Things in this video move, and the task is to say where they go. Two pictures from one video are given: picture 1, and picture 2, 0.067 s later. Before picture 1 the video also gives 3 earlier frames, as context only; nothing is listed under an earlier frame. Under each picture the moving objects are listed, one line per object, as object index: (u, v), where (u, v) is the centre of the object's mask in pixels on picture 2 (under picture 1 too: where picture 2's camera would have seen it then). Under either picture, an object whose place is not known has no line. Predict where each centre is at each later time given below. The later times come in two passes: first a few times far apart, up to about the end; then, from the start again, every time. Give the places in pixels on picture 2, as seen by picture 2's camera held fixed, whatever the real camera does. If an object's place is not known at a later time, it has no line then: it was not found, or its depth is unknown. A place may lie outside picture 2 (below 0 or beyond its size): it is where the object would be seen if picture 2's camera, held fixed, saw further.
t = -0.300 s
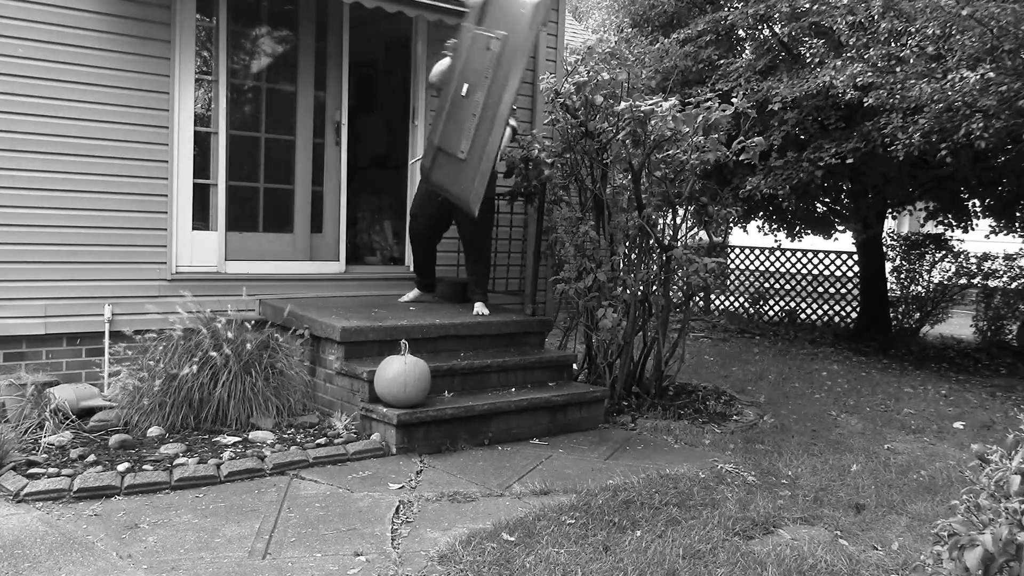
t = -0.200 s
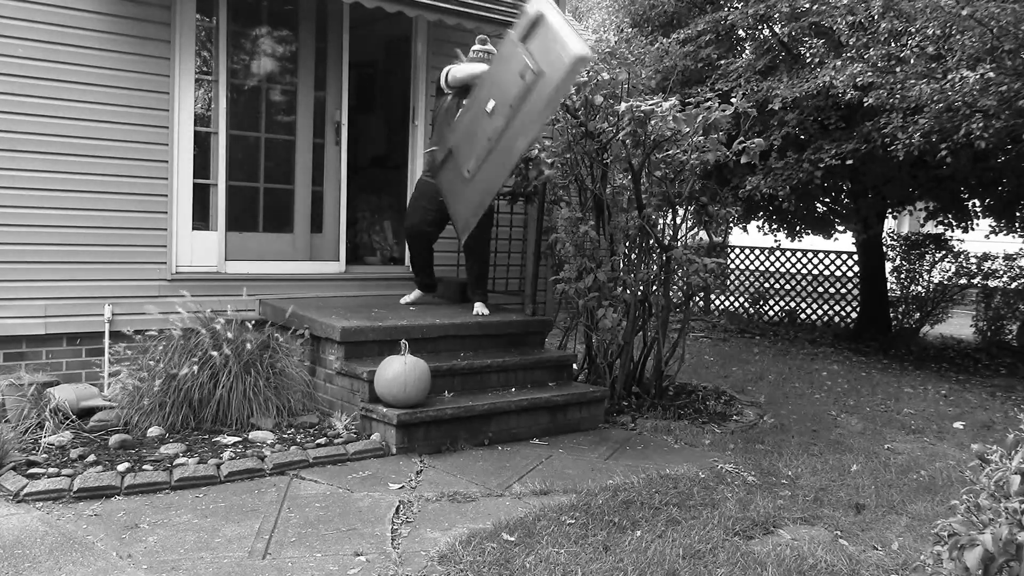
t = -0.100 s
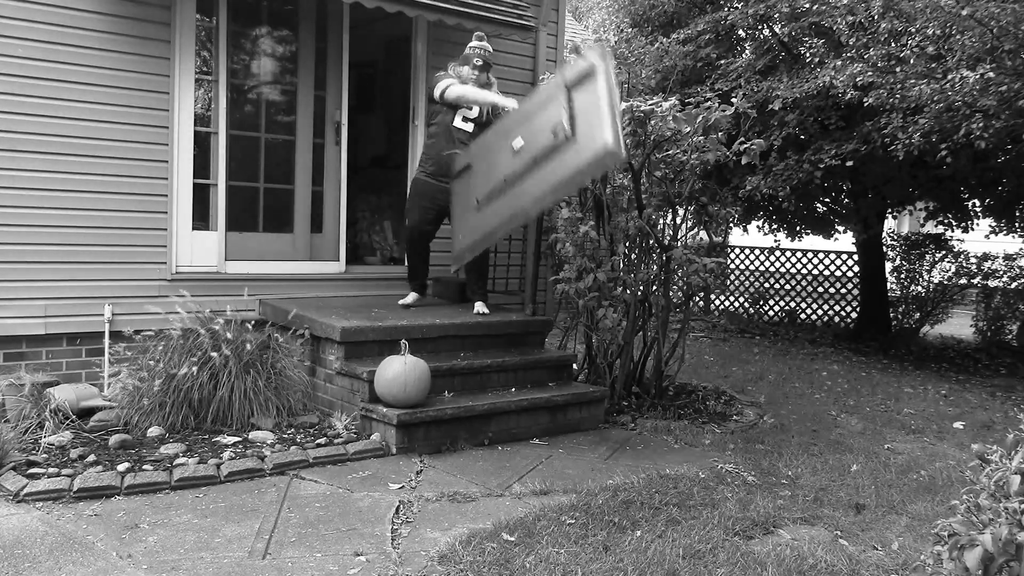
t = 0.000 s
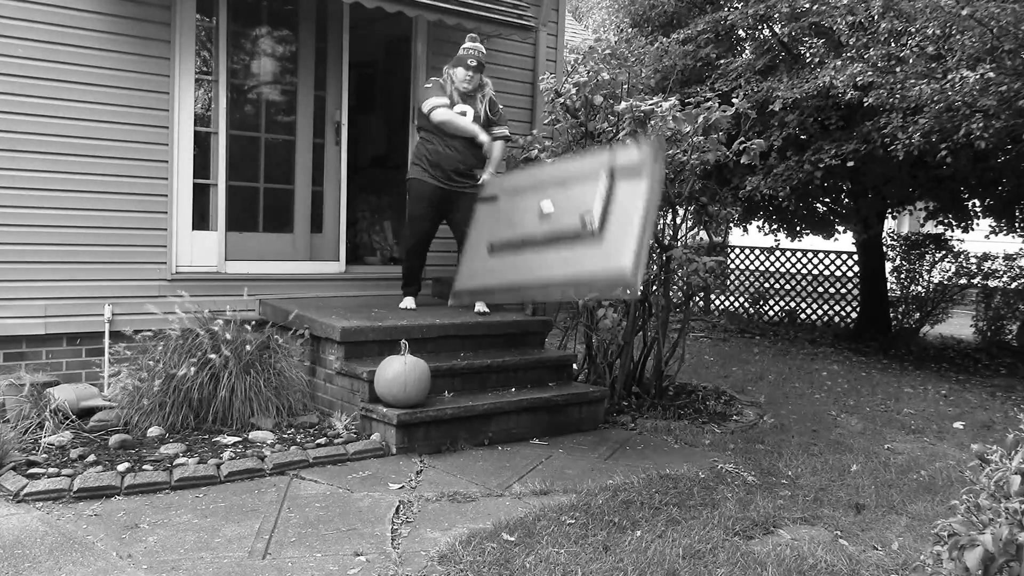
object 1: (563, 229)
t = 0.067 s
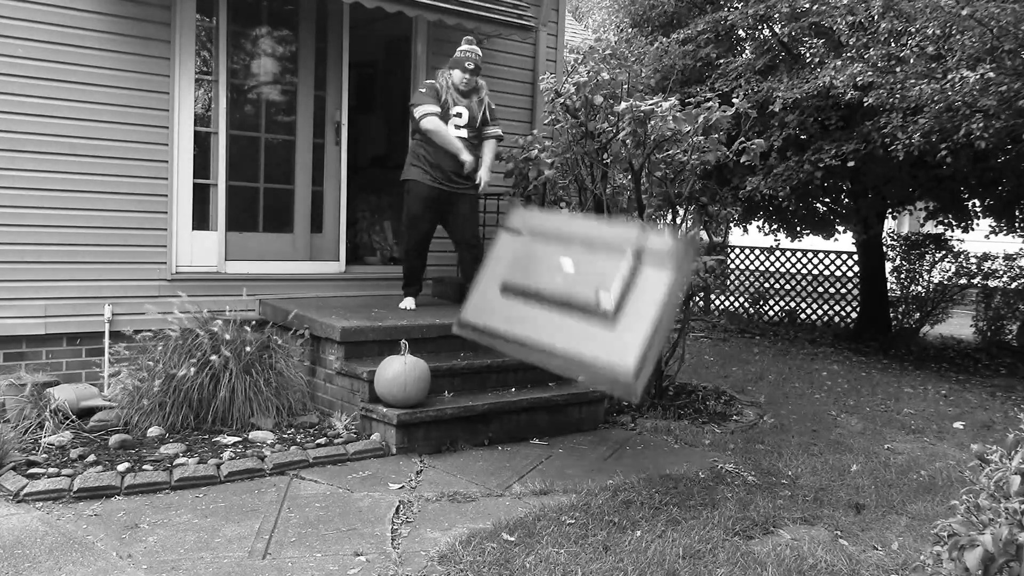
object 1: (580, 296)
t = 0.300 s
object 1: (624, 420)
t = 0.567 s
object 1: (652, 479)
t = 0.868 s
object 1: (651, 479)
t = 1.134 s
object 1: (651, 479)
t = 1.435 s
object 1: (651, 479)
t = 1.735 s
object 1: (651, 479)
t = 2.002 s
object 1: (651, 479)
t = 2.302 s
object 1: (651, 479)
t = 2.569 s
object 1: (650, 479)
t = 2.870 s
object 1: (650, 479)
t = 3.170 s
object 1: (651, 479)
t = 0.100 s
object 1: (587, 334)
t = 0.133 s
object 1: (594, 375)
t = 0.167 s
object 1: (602, 408)
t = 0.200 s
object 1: (609, 414)
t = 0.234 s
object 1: (614, 415)
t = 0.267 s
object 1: (619, 417)
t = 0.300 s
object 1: (624, 420)
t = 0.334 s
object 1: (629, 424)
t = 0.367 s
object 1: (633, 429)
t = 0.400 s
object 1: (637, 435)
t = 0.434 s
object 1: (640, 442)
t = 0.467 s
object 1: (643, 450)
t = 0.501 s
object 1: (645, 459)
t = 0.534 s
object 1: (648, 469)
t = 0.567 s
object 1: (652, 479)
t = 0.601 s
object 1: (650, 480)
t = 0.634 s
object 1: (650, 479)
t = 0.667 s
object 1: (651, 478)
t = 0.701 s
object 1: (651, 478)
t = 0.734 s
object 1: (651, 478)
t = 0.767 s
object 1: (651, 479)
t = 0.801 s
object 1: (650, 479)
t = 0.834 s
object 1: (650, 479)
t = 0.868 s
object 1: (651, 479)
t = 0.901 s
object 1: (651, 479)
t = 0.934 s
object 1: (651, 479)
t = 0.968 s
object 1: (651, 479)
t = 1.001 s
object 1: (650, 479)
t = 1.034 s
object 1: (651, 479)
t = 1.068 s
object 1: (651, 479)
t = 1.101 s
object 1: (651, 479)
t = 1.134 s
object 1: (651, 479)
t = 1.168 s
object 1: (651, 479)
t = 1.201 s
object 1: (651, 479)
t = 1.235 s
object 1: (651, 479)
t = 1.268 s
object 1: (651, 479)
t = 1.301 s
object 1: (651, 479)
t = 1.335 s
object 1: (651, 479)
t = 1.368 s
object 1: (651, 479)
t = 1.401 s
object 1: (651, 479)
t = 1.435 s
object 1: (651, 479)
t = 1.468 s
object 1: (651, 479)
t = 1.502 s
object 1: (651, 479)
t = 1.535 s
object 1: (651, 479)
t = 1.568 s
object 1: (651, 479)
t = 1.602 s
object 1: (651, 479)
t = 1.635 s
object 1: (651, 479)
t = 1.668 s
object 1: (651, 479)
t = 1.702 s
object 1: (651, 479)
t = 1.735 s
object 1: (651, 479)
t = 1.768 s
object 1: (651, 479)
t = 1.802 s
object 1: (651, 479)
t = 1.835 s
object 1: (651, 479)
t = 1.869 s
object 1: (651, 479)
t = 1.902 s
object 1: (651, 479)
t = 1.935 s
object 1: (651, 479)
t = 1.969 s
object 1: (651, 479)
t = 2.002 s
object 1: (651, 479)
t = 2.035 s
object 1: (651, 479)
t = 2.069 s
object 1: (651, 479)
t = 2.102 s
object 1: (651, 479)
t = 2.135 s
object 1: (651, 479)
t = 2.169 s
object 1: (651, 479)
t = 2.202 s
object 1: (651, 479)
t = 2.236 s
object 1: (651, 479)
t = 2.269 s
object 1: (651, 479)
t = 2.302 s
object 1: (651, 479)
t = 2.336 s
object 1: (650, 479)
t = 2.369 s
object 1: (650, 479)
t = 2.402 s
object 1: (650, 479)
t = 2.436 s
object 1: (650, 479)
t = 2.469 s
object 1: (650, 479)
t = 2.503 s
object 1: (650, 479)
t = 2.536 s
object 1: (650, 479)
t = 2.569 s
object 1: (650, 479)
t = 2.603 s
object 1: (650, 479)
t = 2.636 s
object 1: (650, 479)
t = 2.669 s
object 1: (650, 479)
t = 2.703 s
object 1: (650, 479)
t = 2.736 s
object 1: (650, 479)
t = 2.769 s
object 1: (650, 479)
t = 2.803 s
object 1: (650, 479)
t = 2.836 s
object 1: (650, 479)
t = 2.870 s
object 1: (650, 479)
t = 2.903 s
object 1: (650, 479)
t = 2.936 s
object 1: (650, 479)
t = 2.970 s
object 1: (650, 479)
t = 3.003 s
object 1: (650, 479)
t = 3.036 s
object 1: (650, 479)
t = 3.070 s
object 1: (651, 479)
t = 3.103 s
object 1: (651, 479)
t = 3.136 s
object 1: (651, 479)
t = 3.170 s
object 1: (651, 479)
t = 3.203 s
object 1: (651, 479)
